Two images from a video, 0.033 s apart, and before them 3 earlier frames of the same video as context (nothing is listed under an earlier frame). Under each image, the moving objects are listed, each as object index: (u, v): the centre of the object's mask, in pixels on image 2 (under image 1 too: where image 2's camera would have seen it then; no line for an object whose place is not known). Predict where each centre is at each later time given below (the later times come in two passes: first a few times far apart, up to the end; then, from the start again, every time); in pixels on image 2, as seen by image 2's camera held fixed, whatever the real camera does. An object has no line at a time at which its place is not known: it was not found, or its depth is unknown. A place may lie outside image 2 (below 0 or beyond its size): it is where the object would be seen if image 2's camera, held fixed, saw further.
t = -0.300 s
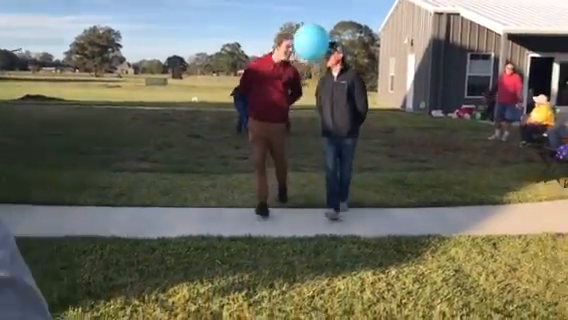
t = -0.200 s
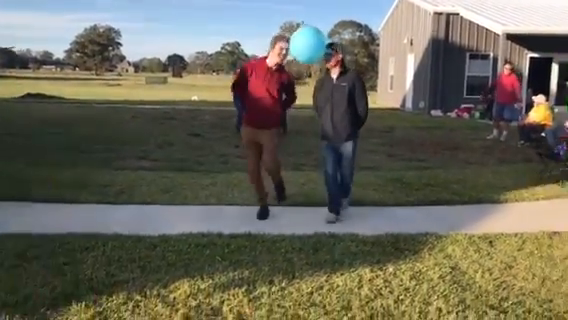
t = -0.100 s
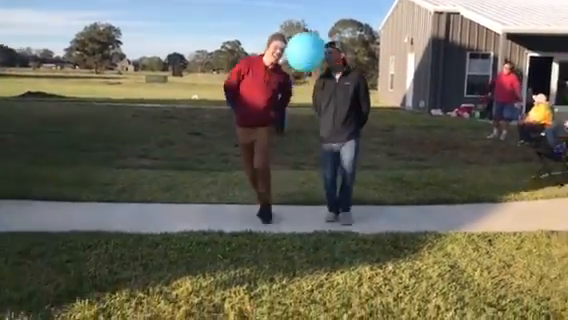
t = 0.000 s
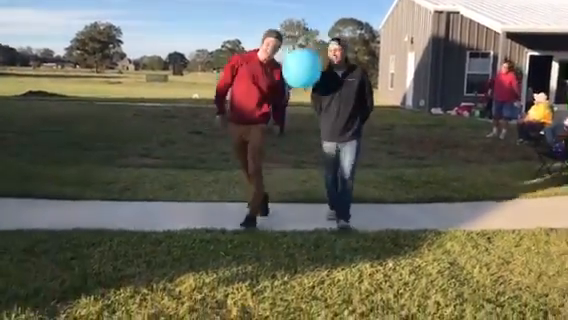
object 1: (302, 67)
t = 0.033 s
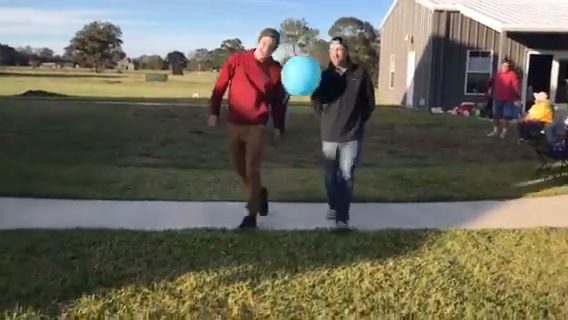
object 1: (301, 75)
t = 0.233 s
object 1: (292, 150)
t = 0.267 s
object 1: (291, 167)
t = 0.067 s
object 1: (299, 85)
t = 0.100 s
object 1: (298, 95)
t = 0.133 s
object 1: (296, 106)
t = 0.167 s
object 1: (295, 120)
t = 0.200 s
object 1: (293, 134)
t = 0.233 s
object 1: (292, 150)
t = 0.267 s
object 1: (291, 167)
